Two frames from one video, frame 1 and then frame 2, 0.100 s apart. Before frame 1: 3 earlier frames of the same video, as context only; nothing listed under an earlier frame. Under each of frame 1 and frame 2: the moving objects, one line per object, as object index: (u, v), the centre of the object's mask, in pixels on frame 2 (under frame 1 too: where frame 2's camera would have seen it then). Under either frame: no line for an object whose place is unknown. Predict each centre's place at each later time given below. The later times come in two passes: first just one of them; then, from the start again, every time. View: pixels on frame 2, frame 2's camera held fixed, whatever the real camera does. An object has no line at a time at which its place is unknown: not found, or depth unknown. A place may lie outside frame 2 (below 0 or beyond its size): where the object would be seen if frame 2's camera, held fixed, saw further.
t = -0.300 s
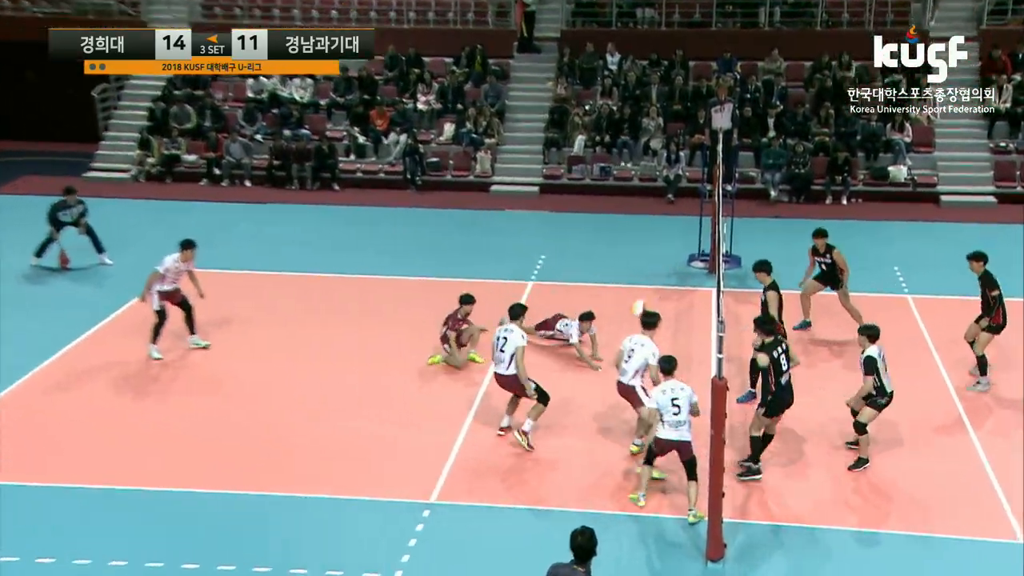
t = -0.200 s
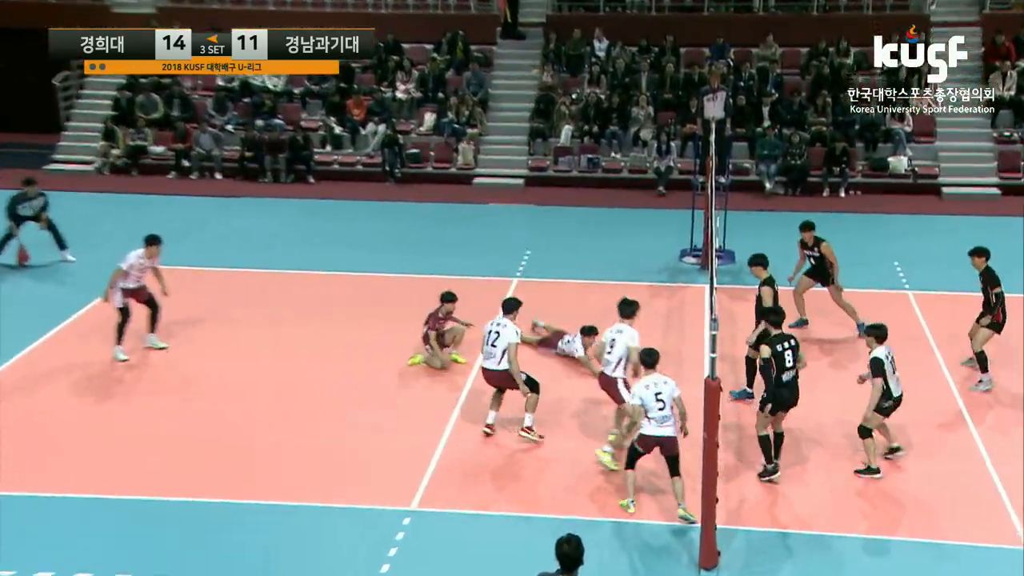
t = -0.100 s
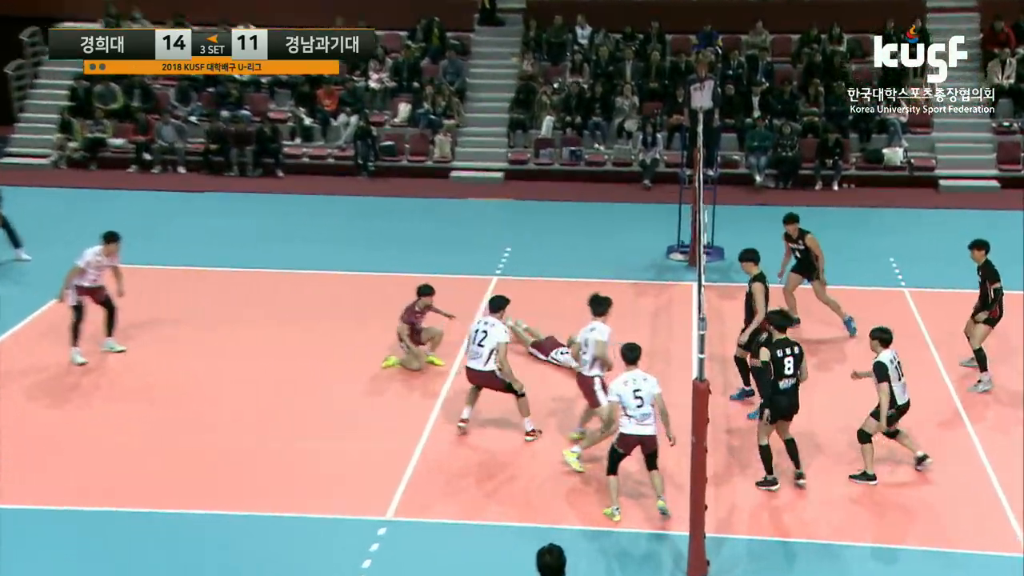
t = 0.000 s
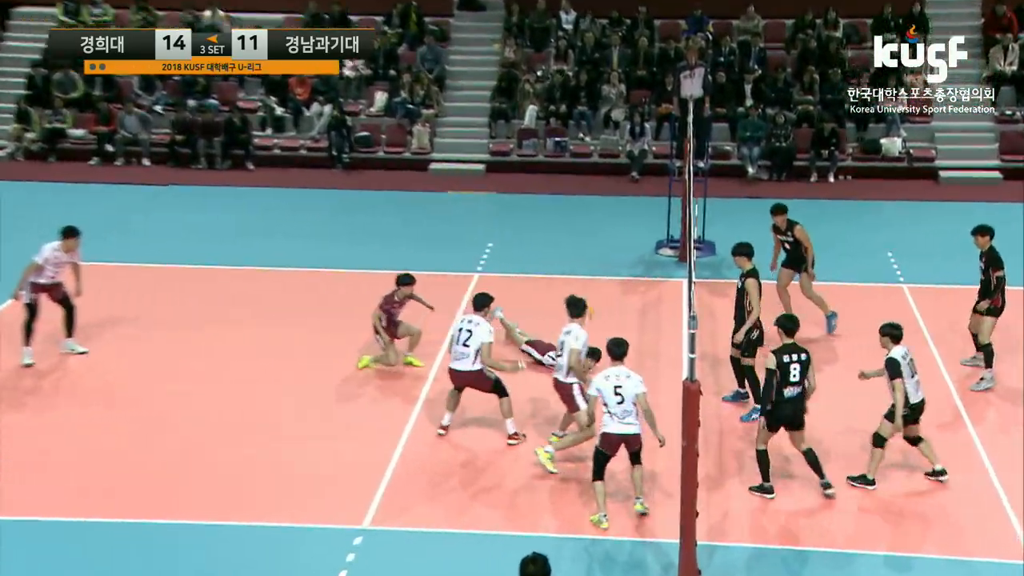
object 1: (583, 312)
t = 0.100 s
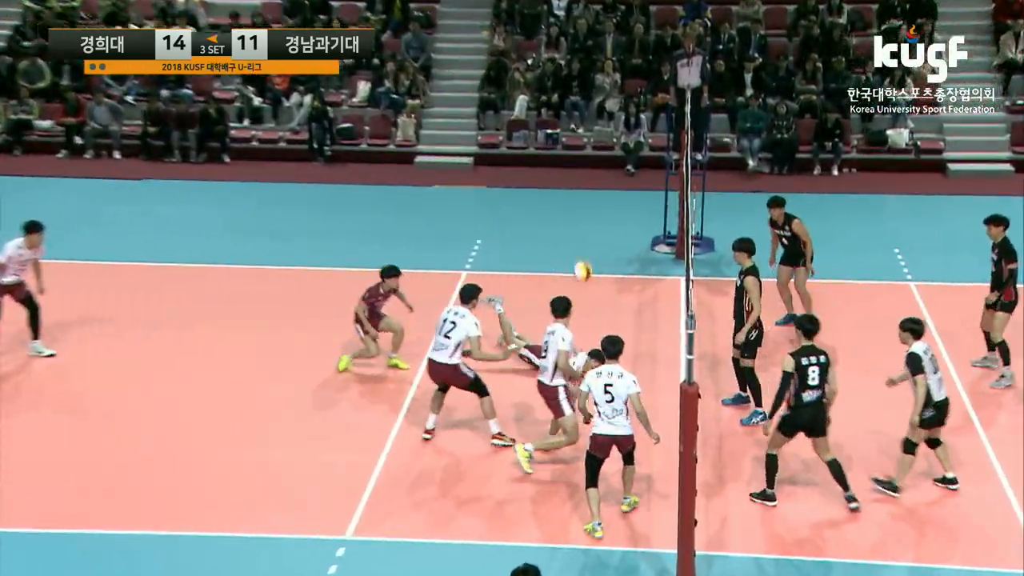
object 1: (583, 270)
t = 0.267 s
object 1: (592, 223)
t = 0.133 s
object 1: (585, 259)
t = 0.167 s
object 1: (586, 249)
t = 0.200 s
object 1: (589, 239)
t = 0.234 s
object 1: (590, 231)
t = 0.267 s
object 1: (592, 223)
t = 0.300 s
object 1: (594, 216)
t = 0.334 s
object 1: (596, 210)
